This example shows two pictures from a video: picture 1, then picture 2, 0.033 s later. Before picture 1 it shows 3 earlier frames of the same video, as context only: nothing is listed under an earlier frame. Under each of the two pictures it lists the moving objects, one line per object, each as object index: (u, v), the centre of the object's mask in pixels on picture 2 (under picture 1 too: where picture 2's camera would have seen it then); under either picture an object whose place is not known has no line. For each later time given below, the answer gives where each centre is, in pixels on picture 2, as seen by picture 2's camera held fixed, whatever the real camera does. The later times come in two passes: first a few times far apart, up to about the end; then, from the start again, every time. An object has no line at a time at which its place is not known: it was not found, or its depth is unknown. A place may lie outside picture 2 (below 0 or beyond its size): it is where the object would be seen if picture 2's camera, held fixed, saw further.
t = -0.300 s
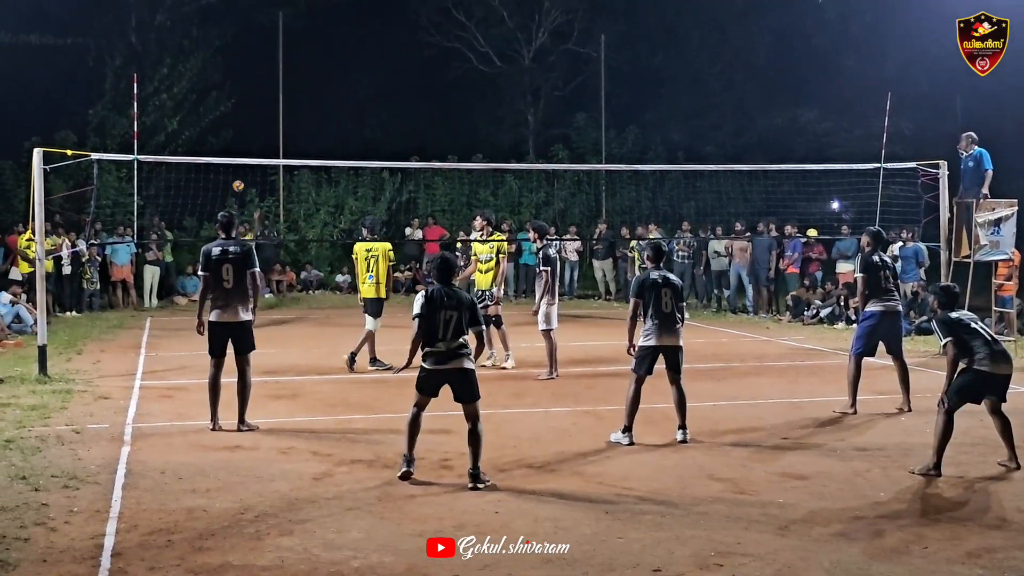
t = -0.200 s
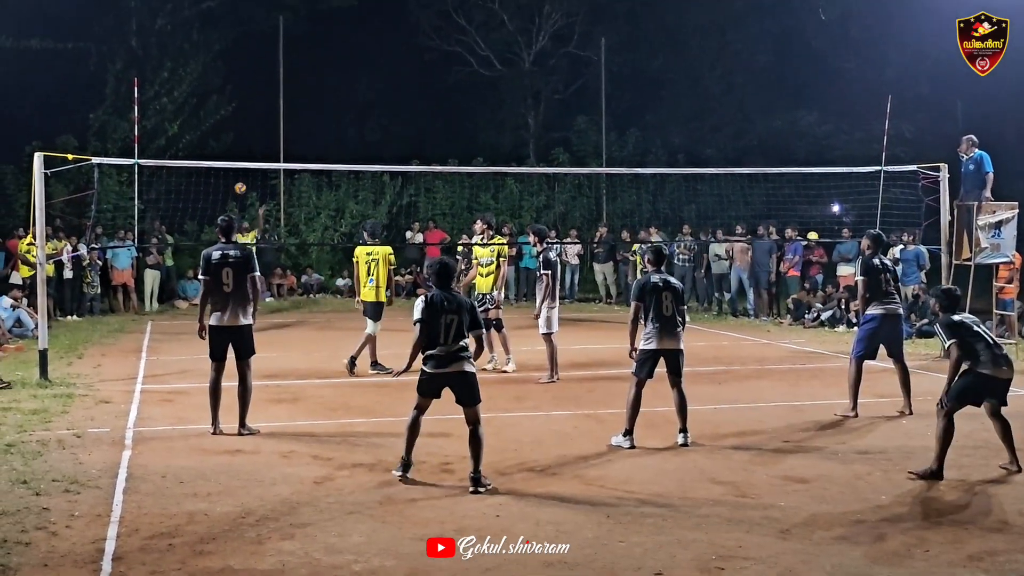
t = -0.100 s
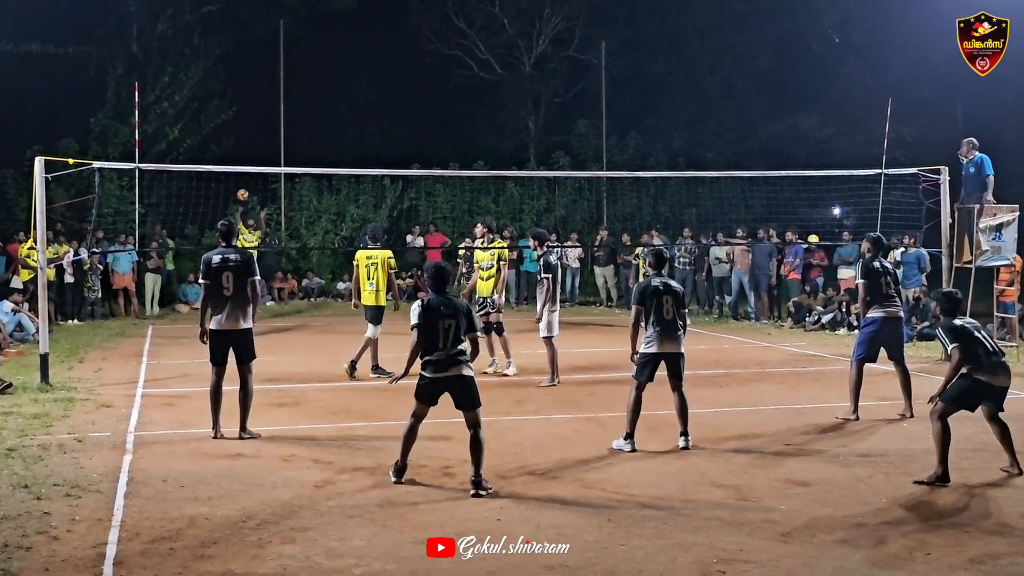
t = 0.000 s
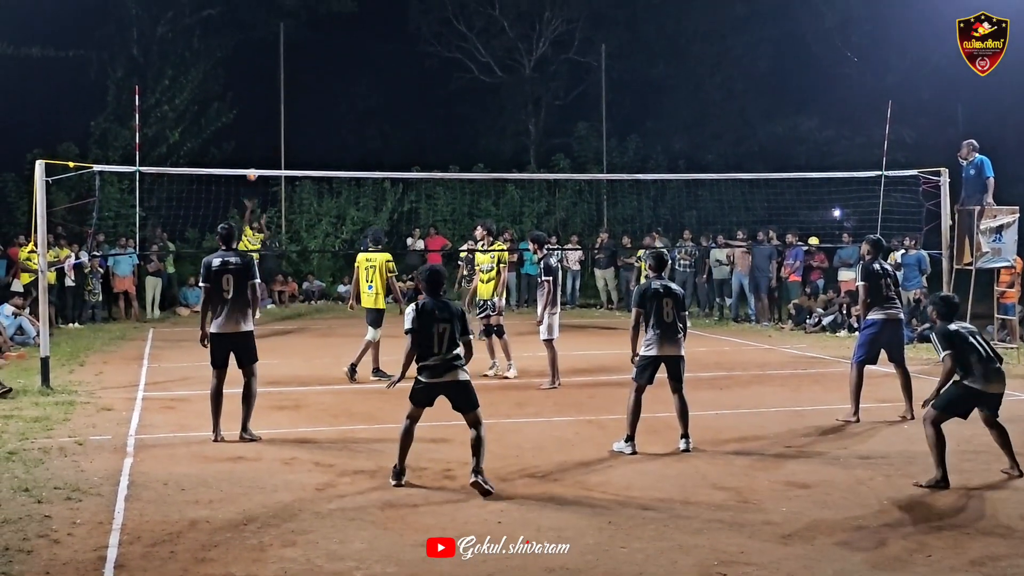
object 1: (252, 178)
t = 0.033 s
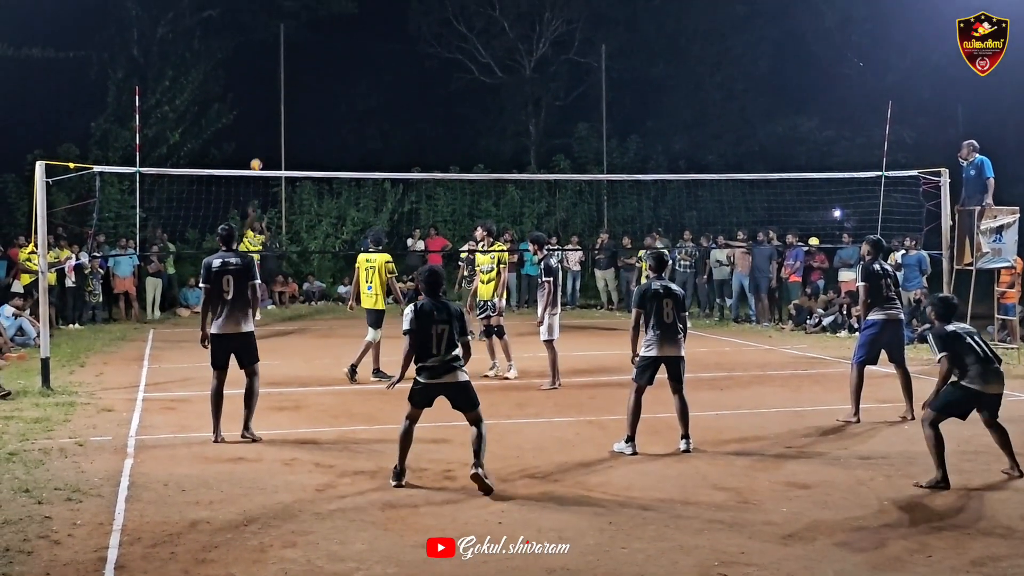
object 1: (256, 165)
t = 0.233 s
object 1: (280, 107)
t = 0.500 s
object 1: (317, 60)
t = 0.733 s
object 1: (362, 59)
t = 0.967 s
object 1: (421, 117)
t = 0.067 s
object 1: (260, 154)
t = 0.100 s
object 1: (264, 144)
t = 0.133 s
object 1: (268, 135)
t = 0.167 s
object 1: (272, 125)
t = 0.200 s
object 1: (276, 116)
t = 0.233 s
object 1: (280, 107)
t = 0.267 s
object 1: (284, 99)
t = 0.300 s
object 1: (288, 91)
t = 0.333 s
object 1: (292, 84)
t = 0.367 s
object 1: (296, 78)
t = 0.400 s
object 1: (301, 72)
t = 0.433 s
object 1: (306, 68)
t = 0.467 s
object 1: (311, 64)
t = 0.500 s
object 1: (317, 60)
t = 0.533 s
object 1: (323, 57)
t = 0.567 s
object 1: (328, 55)
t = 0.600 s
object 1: (335, 54)
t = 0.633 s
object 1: (341, 53)
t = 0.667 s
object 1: (347, 54)
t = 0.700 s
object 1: (354, 56)
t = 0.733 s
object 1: (362, 59)
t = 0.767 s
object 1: (369, 63)
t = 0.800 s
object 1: (377, 70)
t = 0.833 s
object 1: (385, 76)
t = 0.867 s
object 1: (394, 84)
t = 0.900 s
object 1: (403, 94)
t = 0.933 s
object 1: (412, 105)
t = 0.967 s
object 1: (421, 117)
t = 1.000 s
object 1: (432, 131)
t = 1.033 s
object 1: (442, 146)
